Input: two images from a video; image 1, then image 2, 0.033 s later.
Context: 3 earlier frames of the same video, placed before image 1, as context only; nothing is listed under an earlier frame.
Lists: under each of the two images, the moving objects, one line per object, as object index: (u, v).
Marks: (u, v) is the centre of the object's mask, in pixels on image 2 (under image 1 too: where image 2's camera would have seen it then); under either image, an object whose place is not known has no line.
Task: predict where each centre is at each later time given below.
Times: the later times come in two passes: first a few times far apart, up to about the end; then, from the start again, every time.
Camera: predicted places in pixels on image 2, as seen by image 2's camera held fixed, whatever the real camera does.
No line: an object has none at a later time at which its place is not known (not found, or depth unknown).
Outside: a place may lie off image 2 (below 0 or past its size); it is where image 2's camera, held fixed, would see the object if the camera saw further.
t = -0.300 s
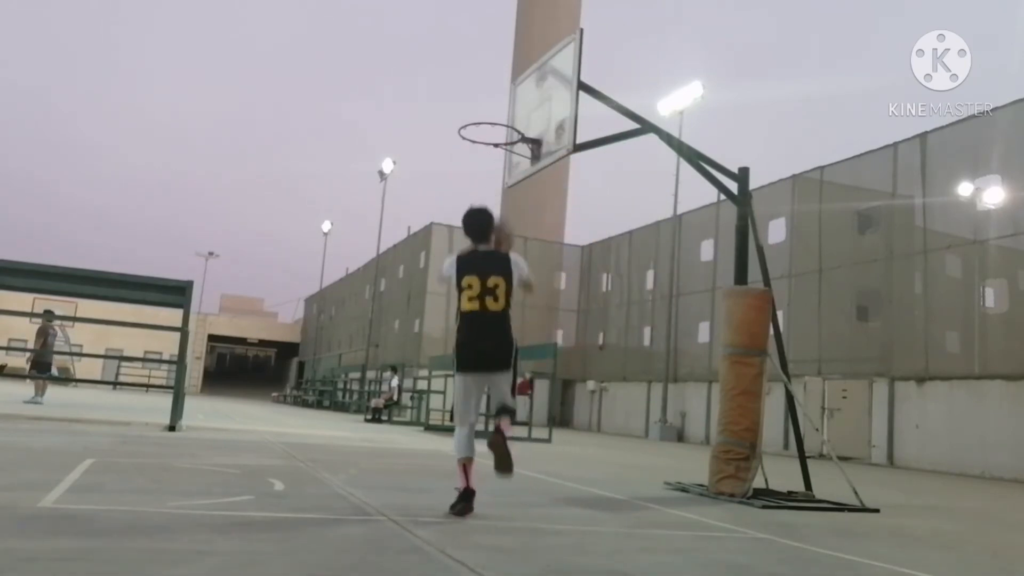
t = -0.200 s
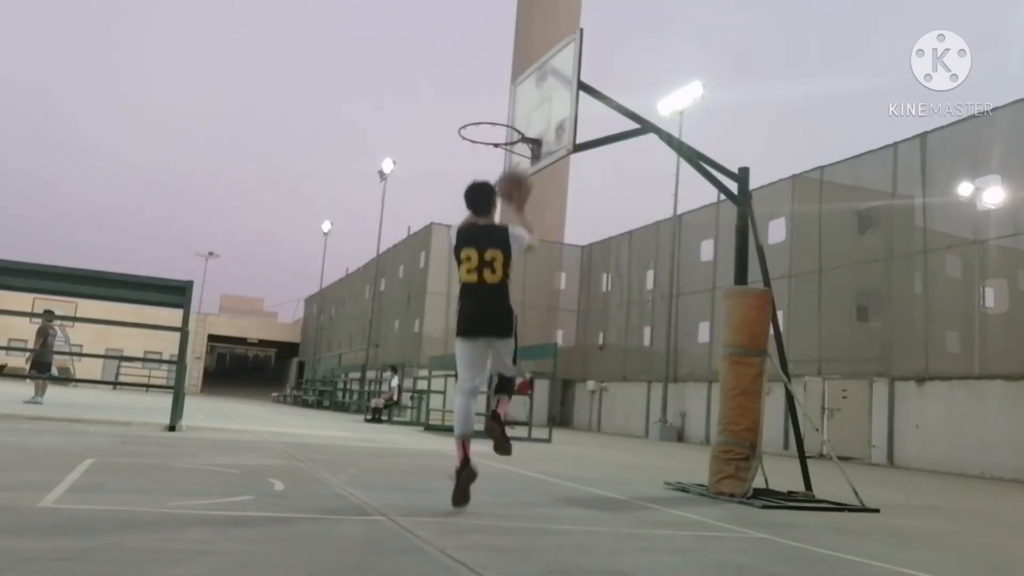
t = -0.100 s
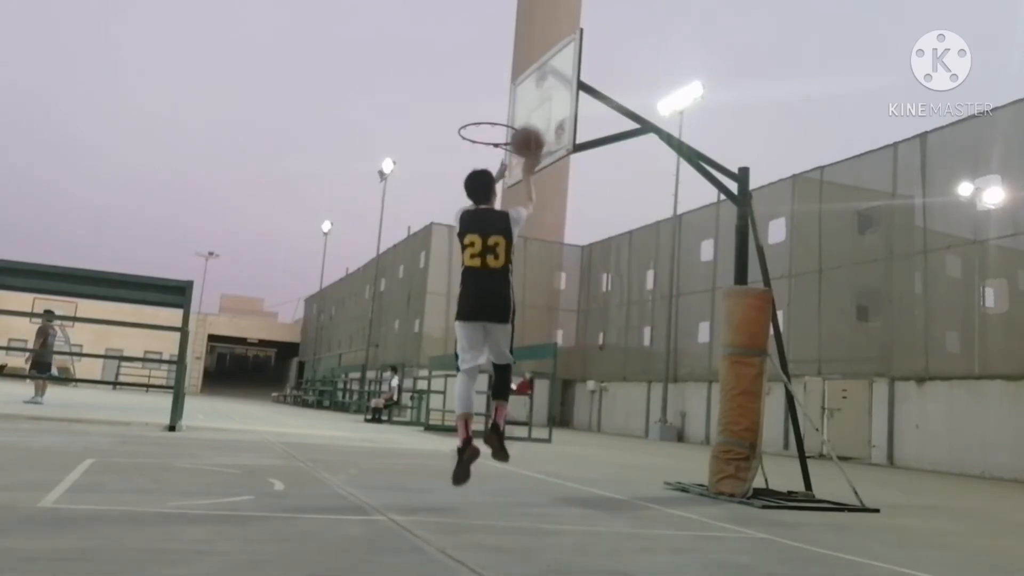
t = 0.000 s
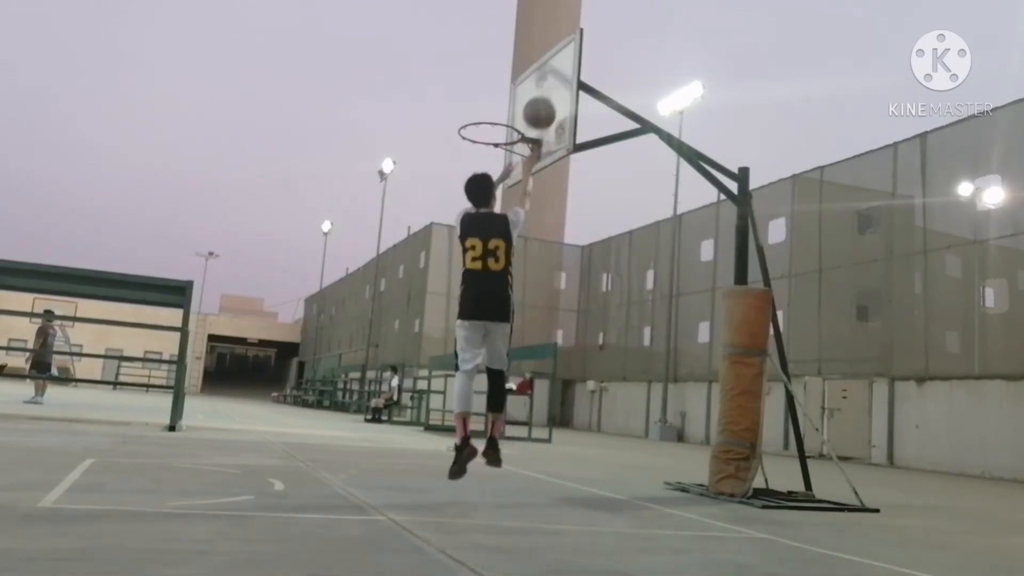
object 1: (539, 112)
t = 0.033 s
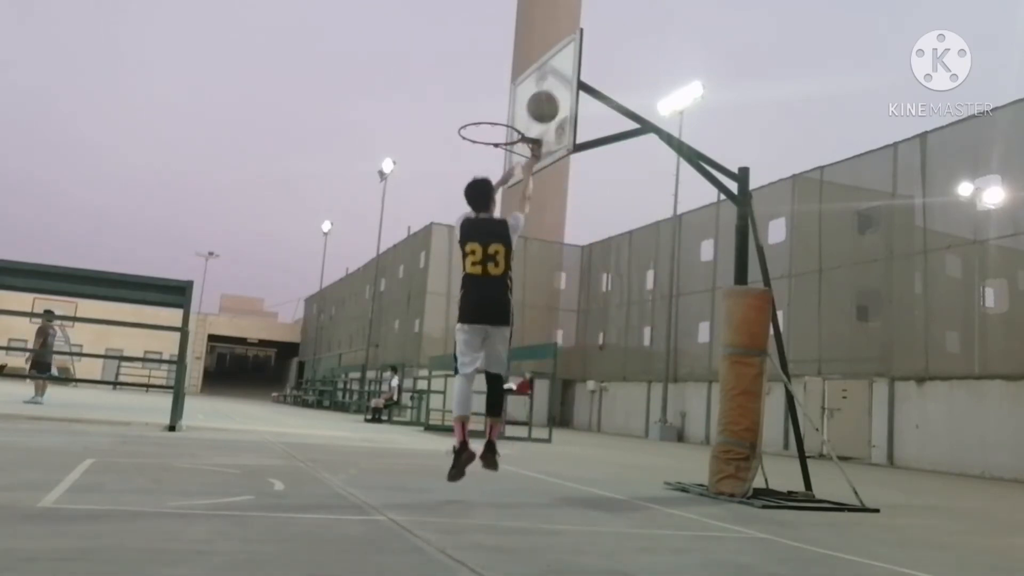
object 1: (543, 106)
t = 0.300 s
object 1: (508, 110)
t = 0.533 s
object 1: (466, 167)
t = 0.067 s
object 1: (546, 102)
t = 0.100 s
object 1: (543, 99)
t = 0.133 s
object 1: (537, 98)
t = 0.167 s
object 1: (532, 97)
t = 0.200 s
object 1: (526, 98)
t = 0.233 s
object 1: (520, 101)
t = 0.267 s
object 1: (514, 105)
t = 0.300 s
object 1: (508, 110)
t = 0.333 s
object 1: (502, 116)
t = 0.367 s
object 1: (497, 122)
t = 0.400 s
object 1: (490, 128)
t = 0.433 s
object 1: (485, 136)
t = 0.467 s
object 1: (478, 145)
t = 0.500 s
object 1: (472, 156)
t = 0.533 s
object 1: (466, 167)
